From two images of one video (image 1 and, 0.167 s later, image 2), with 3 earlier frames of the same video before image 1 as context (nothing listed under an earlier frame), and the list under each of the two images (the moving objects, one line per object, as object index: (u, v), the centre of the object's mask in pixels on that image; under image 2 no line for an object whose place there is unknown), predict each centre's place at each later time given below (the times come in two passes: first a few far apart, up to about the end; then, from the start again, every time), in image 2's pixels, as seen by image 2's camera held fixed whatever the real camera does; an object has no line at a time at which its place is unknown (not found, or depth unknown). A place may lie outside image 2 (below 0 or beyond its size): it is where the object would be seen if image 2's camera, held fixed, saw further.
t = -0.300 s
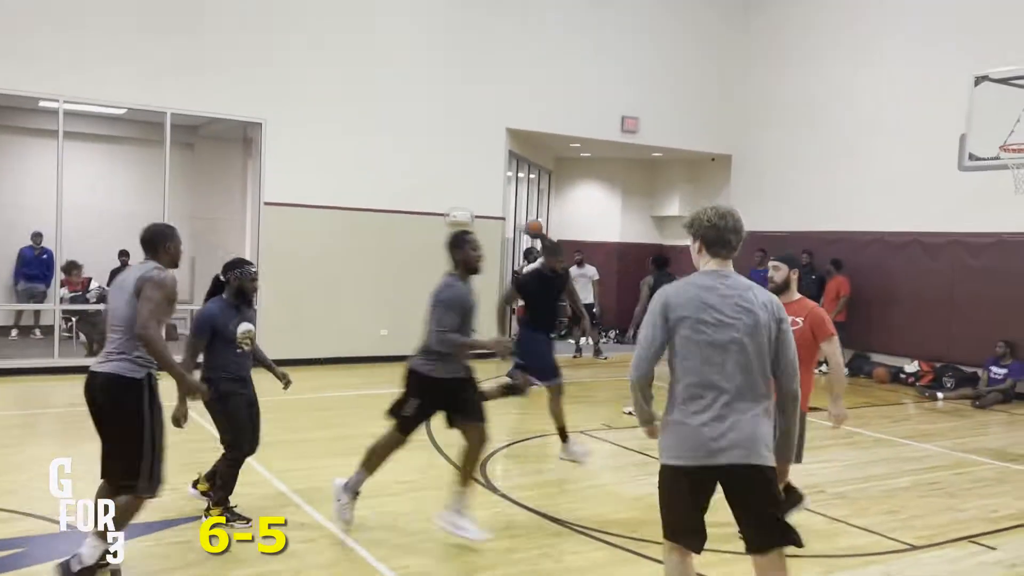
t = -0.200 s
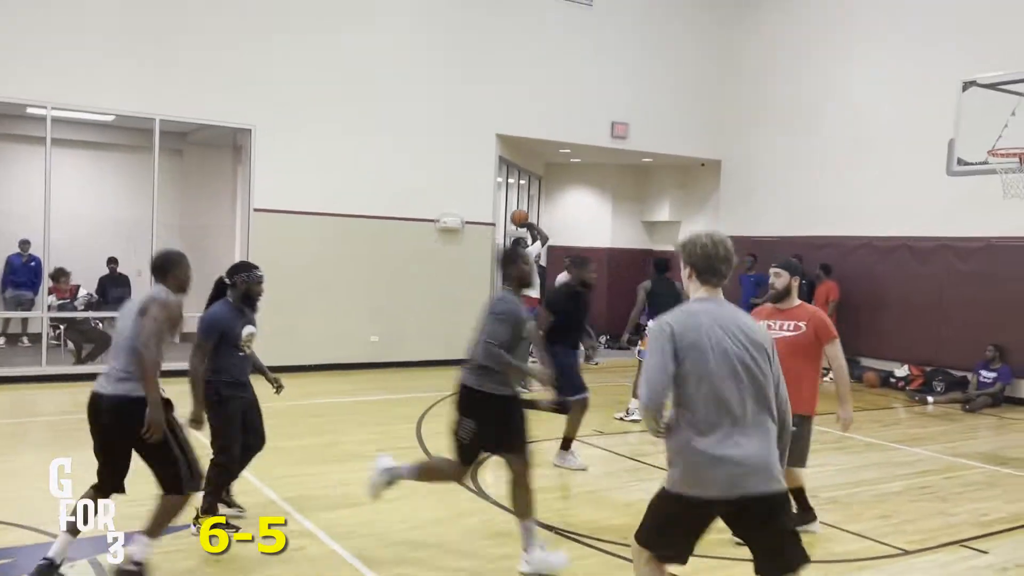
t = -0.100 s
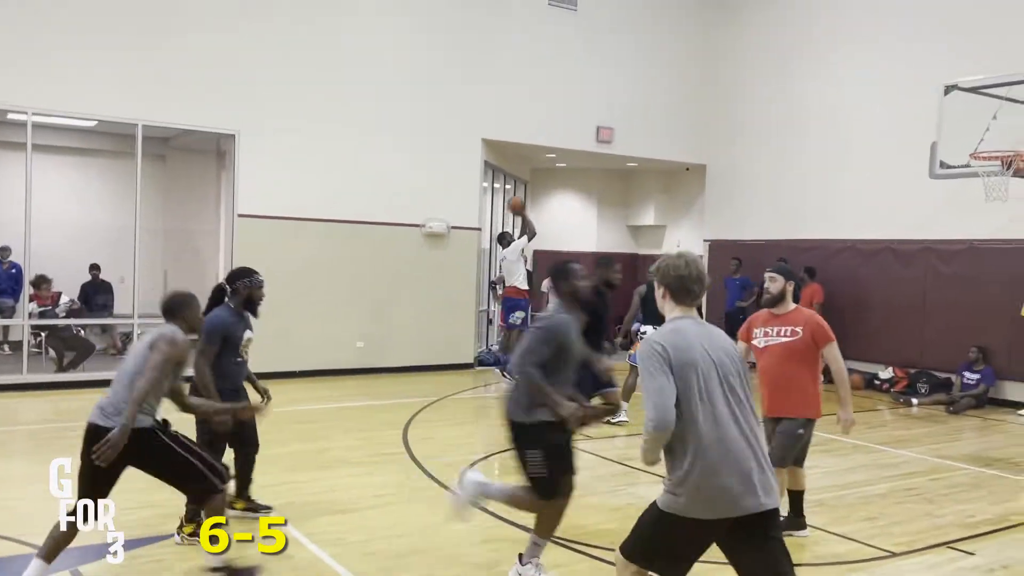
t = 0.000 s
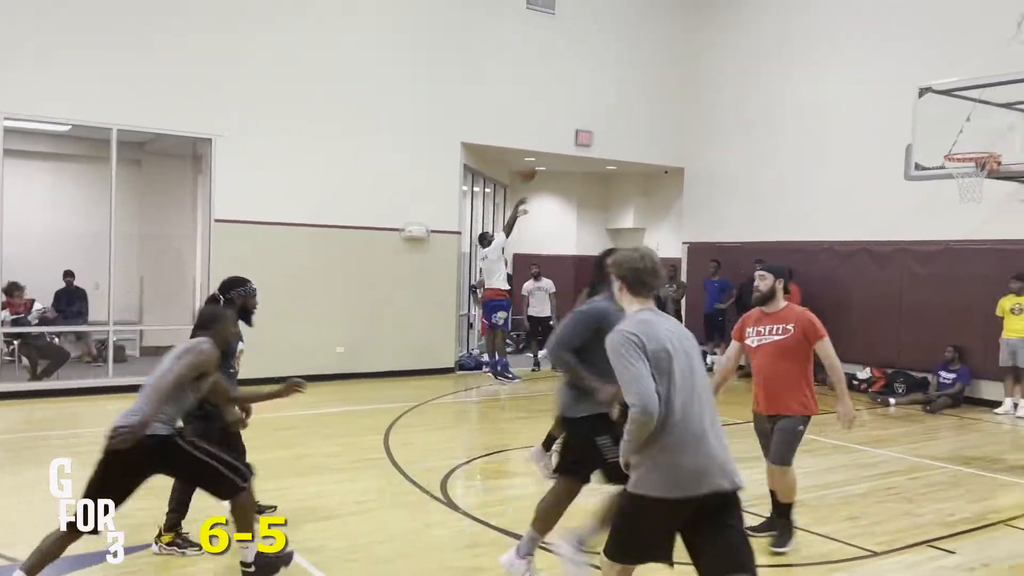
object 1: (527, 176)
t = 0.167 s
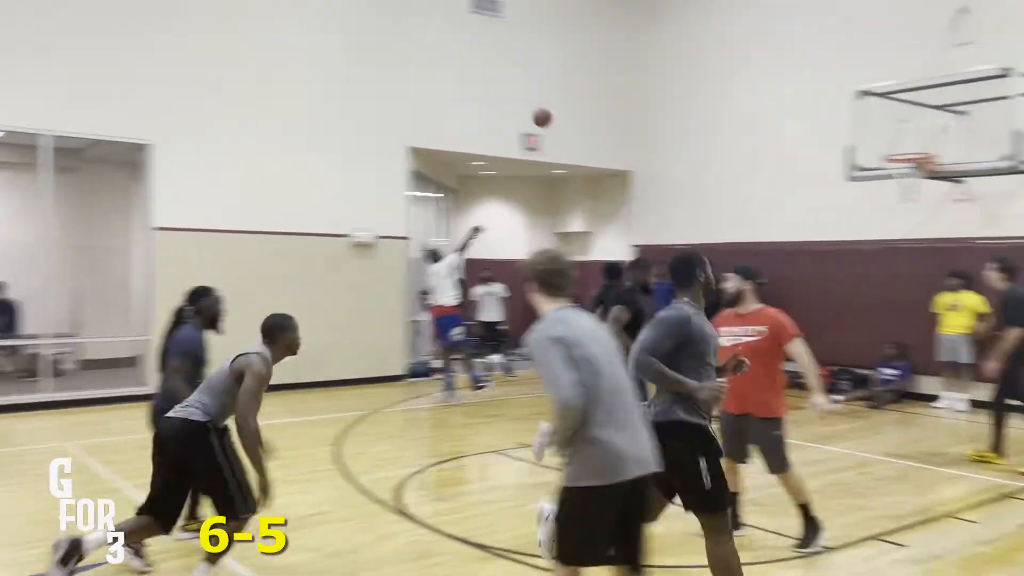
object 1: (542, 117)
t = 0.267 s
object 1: (584, 92)
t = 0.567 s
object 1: (713, 62)
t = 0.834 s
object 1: (833, 98)
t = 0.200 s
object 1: (556, 108)
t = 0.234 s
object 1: (569, 100)
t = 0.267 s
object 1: (584, 92)
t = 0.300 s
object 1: (598, 85)
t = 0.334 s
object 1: (612, 80)
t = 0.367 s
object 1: (627, 74)
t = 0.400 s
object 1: (640, 70)
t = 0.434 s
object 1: (655, 66)
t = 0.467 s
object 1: (669, 64)
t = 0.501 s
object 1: (684, 62)
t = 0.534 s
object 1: (699, 62)
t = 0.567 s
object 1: (713, 62)
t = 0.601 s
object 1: (728, 63)
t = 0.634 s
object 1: (743, 65)
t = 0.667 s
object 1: (758, 68)
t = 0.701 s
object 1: (772, 72)
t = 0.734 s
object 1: (788, 77)
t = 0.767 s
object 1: (803, 83)
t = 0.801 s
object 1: (818, 90)
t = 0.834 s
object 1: (833, 98)
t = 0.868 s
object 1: (848, 107)
